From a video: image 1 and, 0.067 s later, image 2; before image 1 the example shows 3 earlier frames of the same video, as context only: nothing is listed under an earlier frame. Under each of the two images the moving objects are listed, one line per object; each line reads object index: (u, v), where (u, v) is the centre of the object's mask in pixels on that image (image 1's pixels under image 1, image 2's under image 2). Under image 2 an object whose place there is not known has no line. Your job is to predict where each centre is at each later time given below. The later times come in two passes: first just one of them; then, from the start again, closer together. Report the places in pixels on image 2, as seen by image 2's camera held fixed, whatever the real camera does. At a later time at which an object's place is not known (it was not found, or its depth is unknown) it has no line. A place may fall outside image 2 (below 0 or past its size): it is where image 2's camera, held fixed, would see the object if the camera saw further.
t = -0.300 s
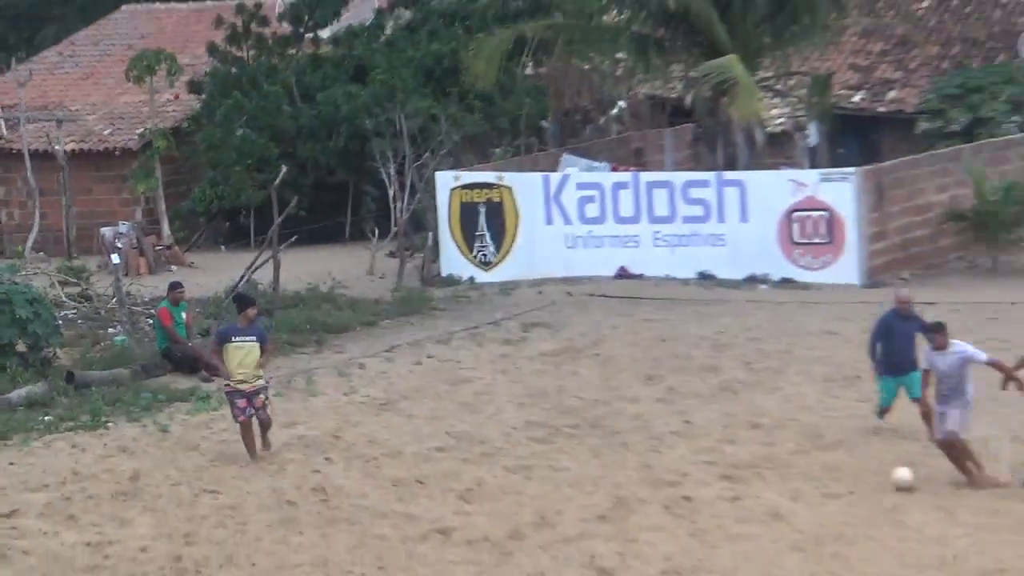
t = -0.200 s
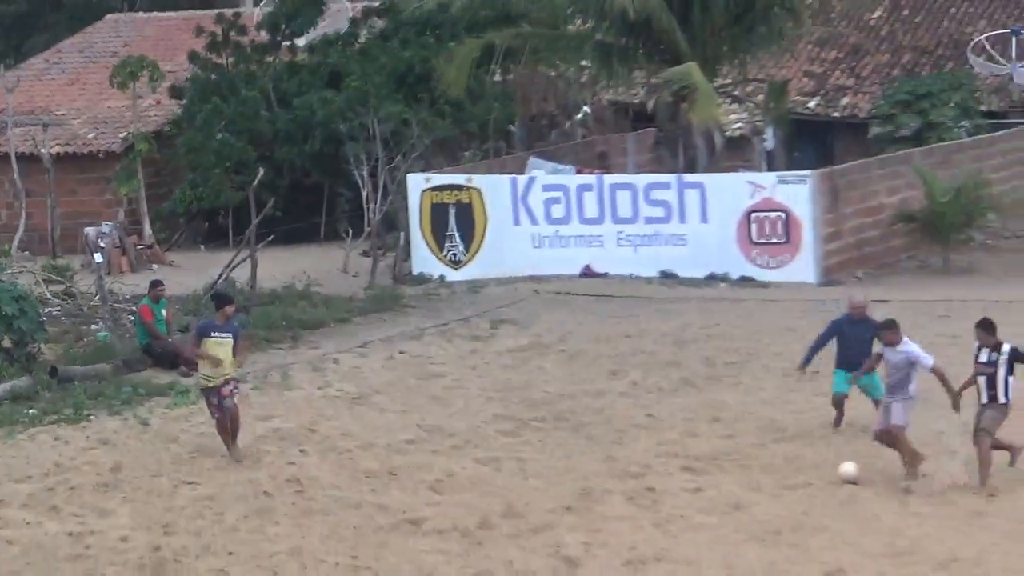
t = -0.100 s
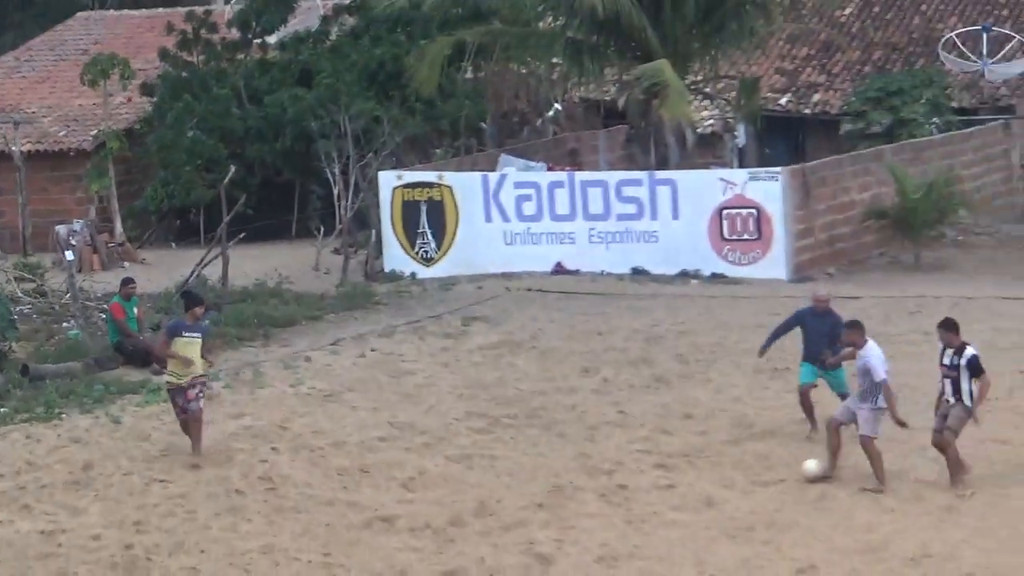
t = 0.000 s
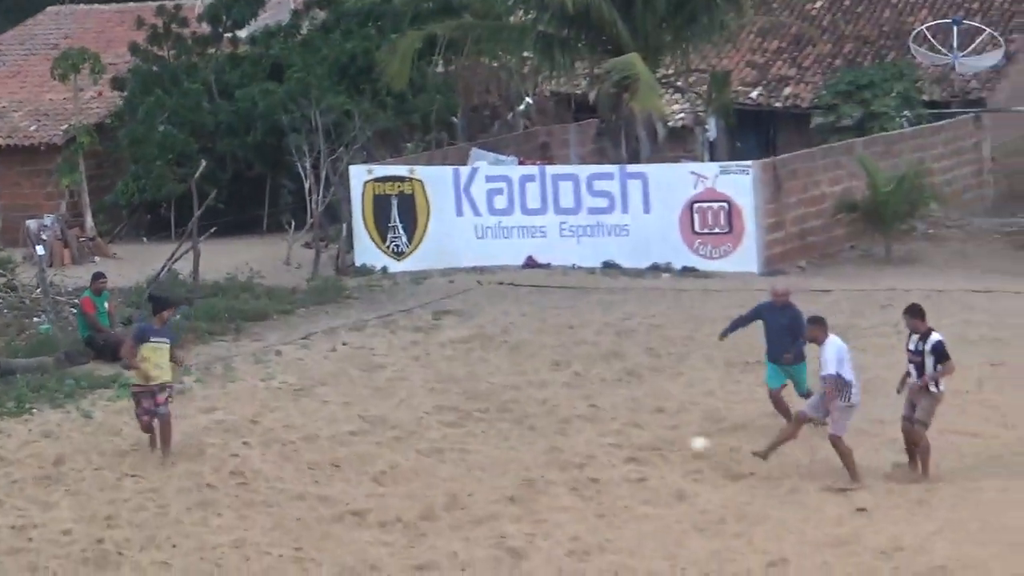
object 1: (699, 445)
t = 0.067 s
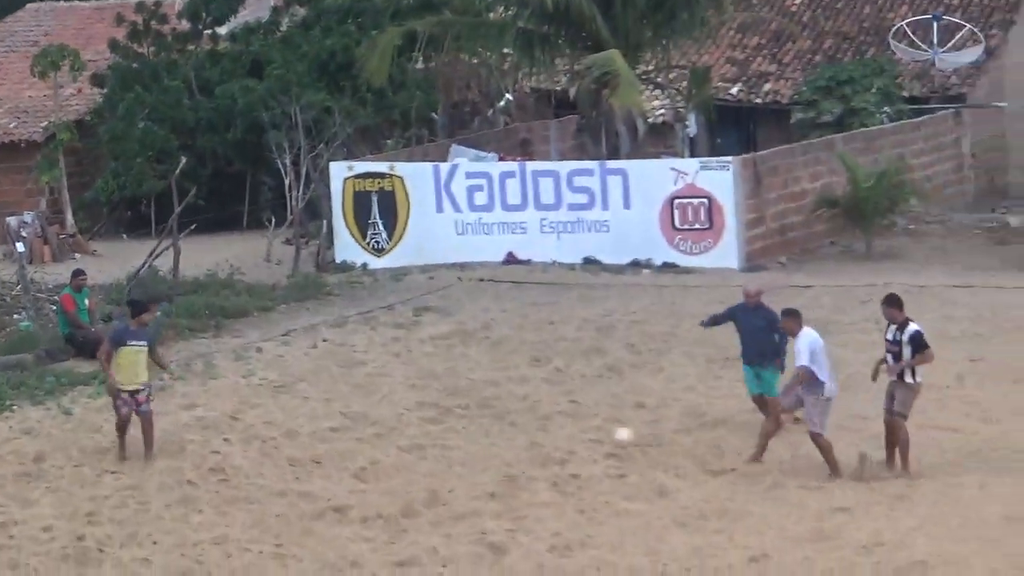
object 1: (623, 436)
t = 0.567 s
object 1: (300, 447)
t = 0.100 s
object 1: (595, 437)
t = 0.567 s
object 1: (300, 447)
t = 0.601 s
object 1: (288, 446)
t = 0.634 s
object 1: (278, 444)
